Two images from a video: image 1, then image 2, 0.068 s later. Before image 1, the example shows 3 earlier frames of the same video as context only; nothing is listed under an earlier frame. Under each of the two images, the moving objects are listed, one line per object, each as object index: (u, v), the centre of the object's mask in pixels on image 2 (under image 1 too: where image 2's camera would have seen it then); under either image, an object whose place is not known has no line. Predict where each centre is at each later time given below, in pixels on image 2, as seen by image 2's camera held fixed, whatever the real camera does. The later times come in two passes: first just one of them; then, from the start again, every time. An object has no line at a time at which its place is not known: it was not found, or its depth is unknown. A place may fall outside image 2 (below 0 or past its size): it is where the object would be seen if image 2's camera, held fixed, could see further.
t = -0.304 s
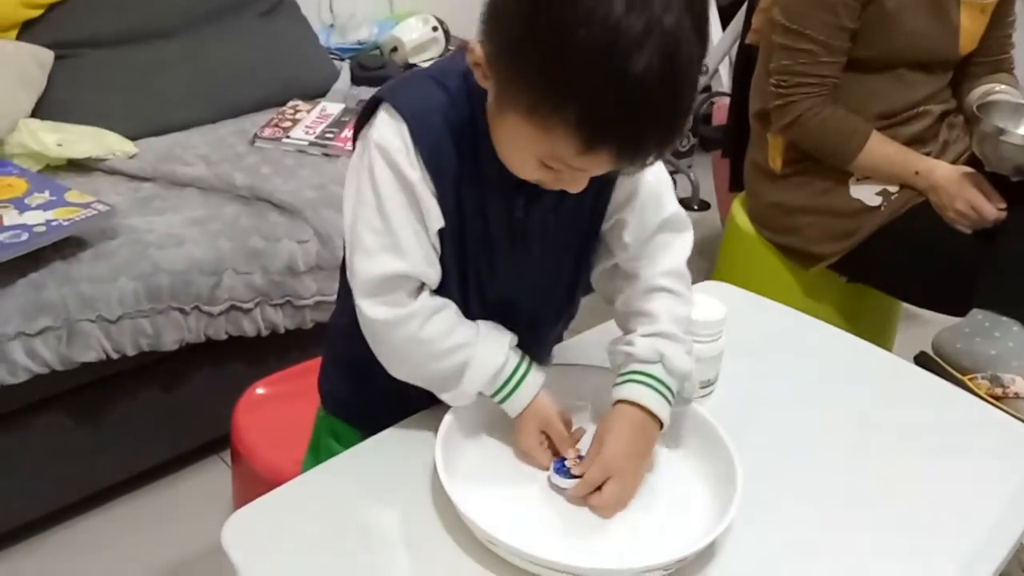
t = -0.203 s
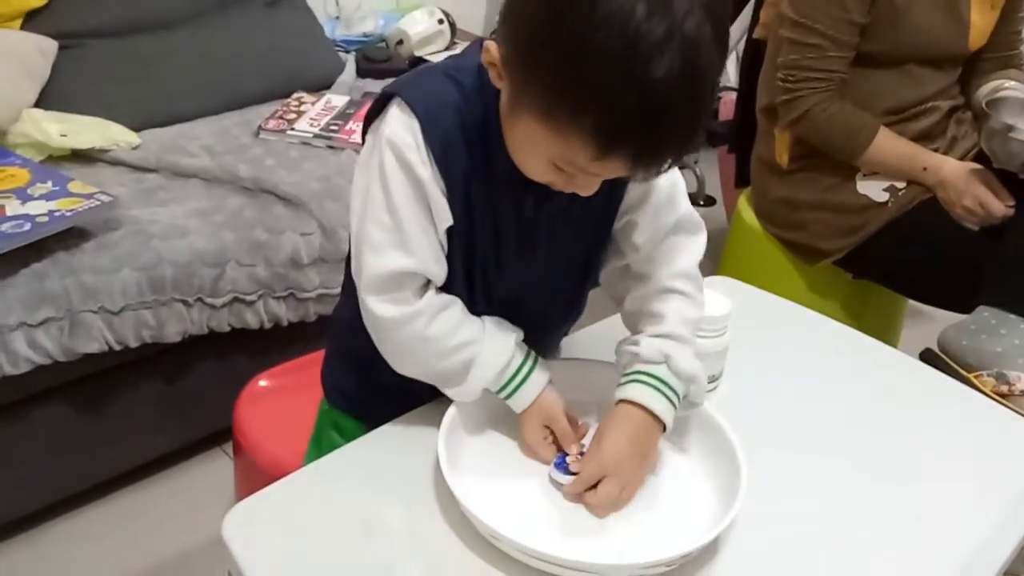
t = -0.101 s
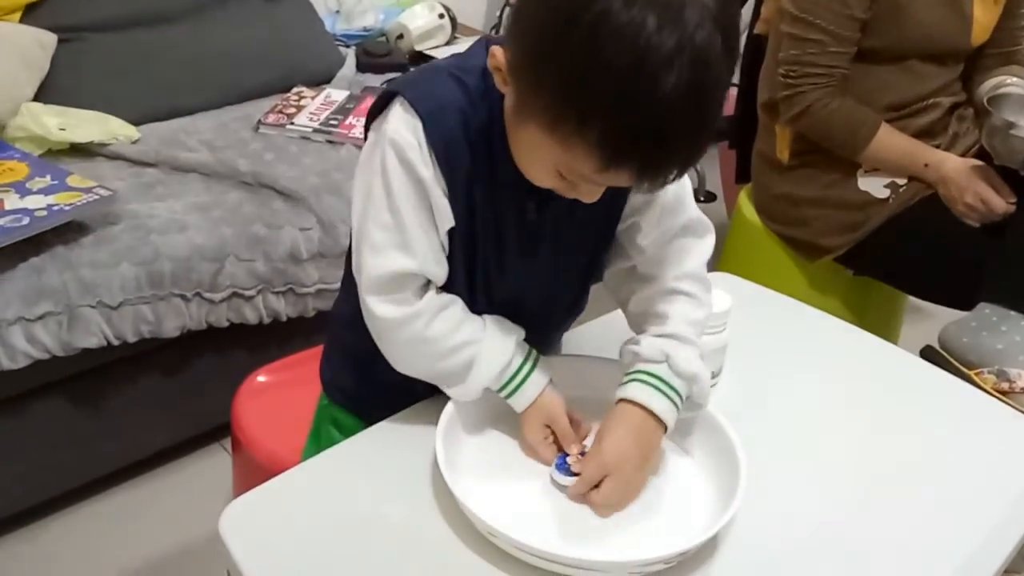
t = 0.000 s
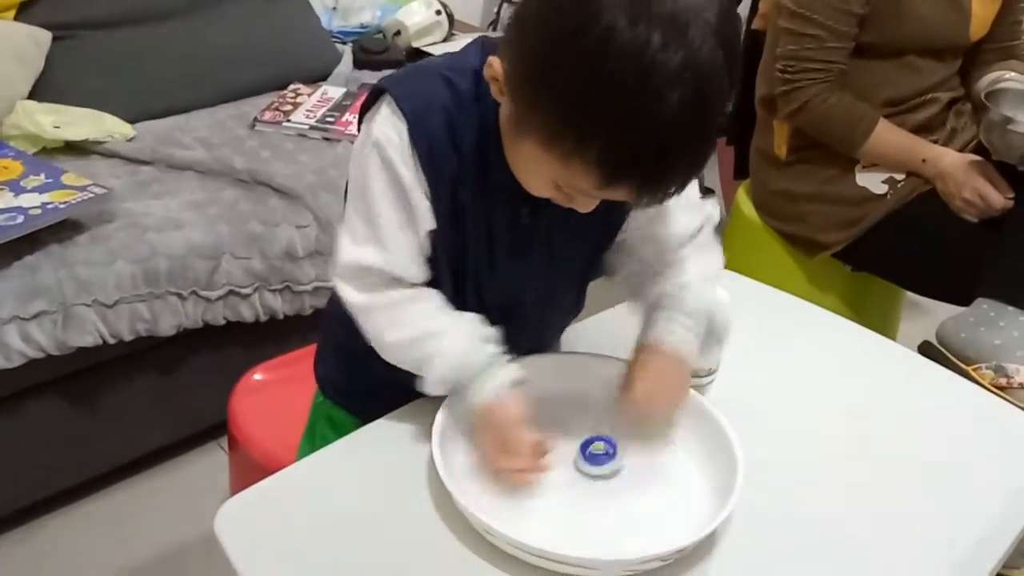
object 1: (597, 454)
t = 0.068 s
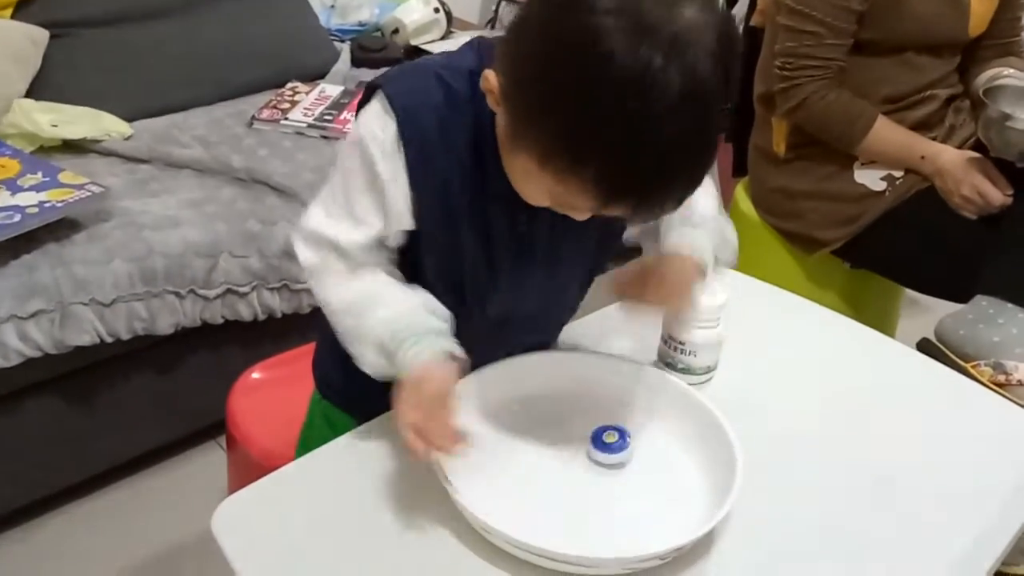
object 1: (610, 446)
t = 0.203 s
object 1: (623, 436)
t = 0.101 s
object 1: (616, 444)
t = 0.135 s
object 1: (620, 440)
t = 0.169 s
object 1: (622, 438)
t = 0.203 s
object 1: (623, 436)
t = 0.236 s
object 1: (625, 434)
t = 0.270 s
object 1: (623, 433)
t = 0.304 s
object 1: (623, 432)
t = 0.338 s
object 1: (622, 431)
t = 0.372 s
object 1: (620, 430)
